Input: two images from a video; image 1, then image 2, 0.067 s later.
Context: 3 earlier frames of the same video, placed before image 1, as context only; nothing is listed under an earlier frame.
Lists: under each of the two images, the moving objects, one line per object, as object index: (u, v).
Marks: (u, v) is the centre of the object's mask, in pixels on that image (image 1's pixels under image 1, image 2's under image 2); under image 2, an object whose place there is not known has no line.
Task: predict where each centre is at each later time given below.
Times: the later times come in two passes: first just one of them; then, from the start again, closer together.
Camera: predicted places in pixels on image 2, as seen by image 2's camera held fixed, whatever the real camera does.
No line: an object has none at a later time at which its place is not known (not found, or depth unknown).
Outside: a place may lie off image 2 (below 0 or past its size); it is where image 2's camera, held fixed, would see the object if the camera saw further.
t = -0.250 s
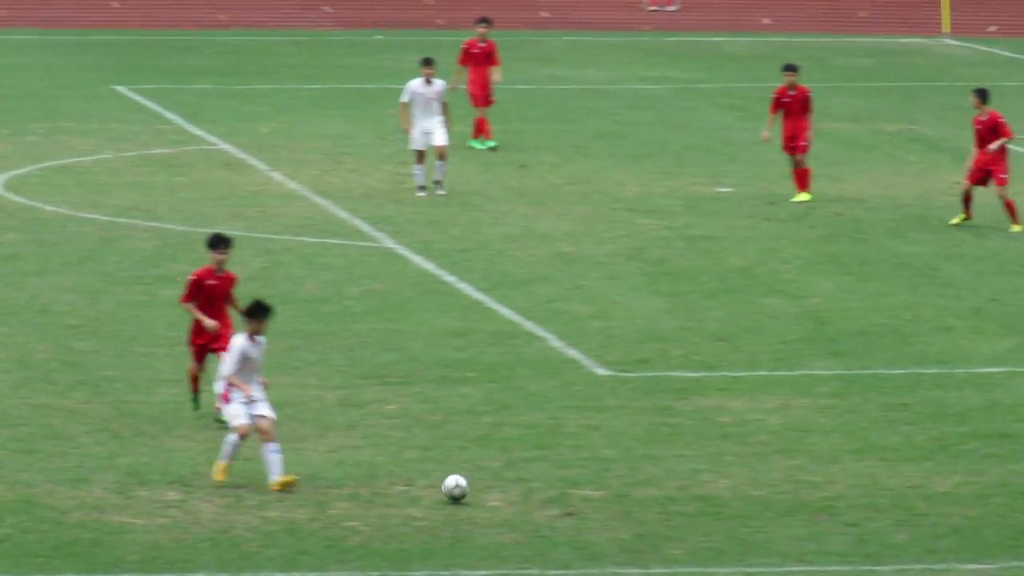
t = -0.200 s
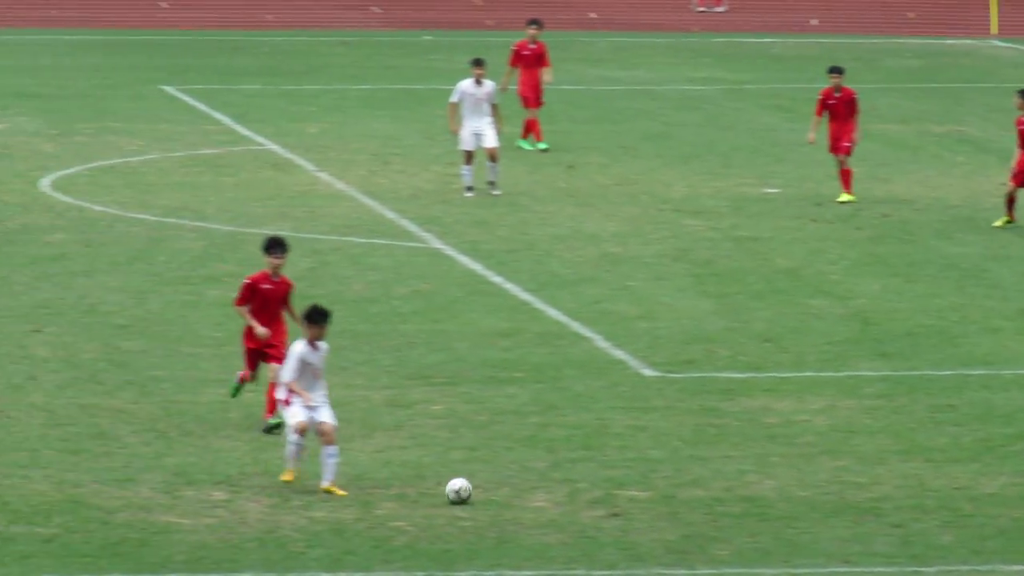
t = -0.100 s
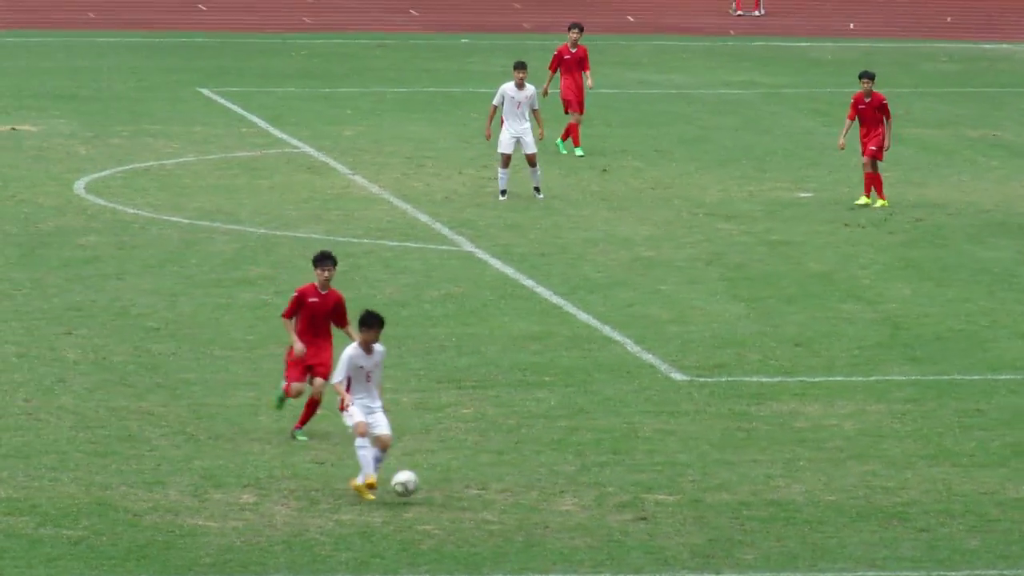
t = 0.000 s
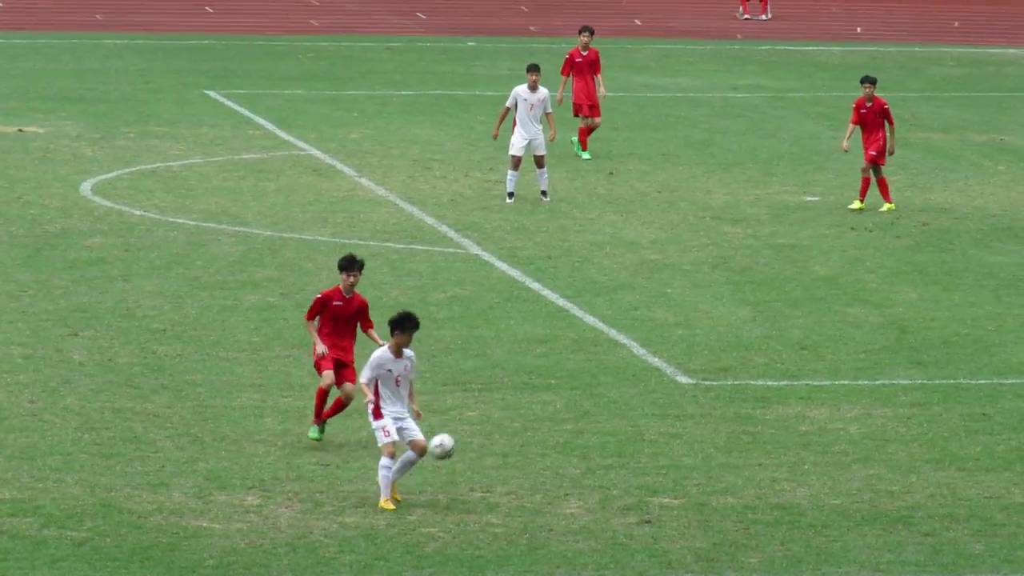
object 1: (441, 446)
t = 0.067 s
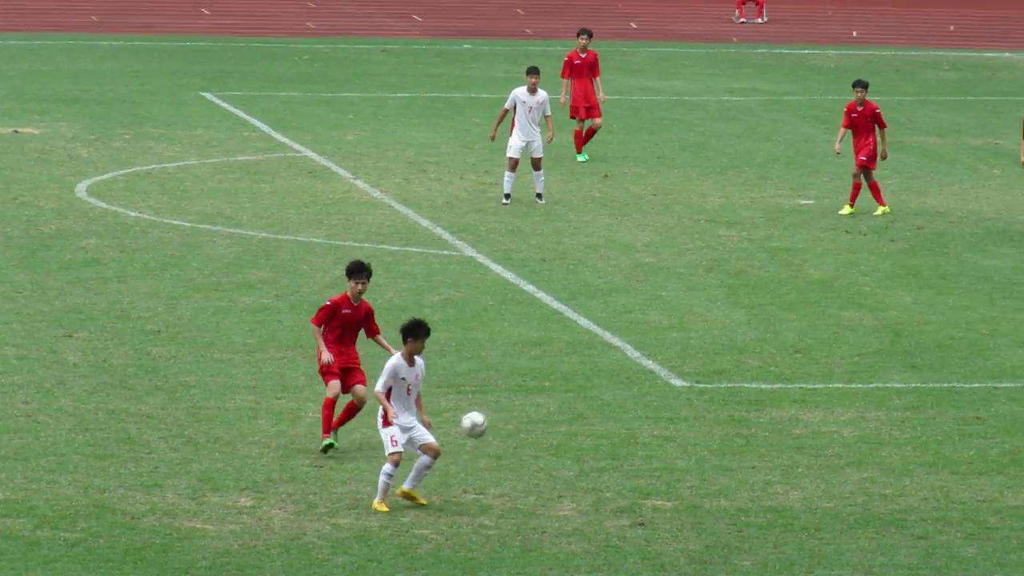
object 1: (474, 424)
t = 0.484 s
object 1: (709, 389)
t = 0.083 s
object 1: (483, 420)
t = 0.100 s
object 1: (493, 414)
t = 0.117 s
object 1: (504, 410)
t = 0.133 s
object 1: (513, 405)
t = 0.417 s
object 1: (673, 382)
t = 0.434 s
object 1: (682, 383)
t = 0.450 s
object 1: (691, 385)
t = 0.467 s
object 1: (700, 387)
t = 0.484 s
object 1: (709, 389)
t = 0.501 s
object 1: (719, 392)
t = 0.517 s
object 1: (728, 396)
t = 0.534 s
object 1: (737, 399)
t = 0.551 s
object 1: (748, 403)
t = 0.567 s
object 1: (757, 407)
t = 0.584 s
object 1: (766, 411)
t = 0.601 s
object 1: (776, 416)
